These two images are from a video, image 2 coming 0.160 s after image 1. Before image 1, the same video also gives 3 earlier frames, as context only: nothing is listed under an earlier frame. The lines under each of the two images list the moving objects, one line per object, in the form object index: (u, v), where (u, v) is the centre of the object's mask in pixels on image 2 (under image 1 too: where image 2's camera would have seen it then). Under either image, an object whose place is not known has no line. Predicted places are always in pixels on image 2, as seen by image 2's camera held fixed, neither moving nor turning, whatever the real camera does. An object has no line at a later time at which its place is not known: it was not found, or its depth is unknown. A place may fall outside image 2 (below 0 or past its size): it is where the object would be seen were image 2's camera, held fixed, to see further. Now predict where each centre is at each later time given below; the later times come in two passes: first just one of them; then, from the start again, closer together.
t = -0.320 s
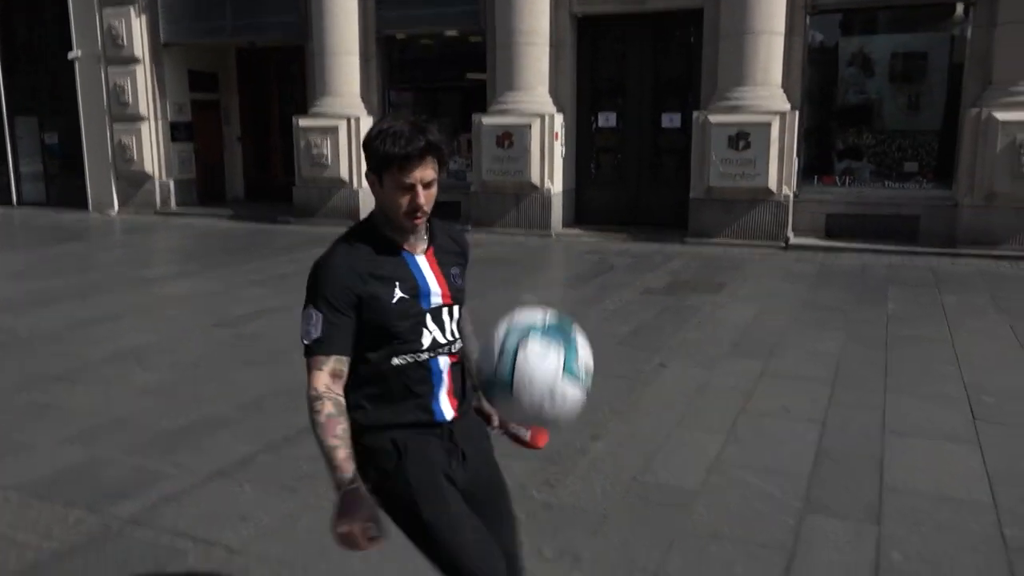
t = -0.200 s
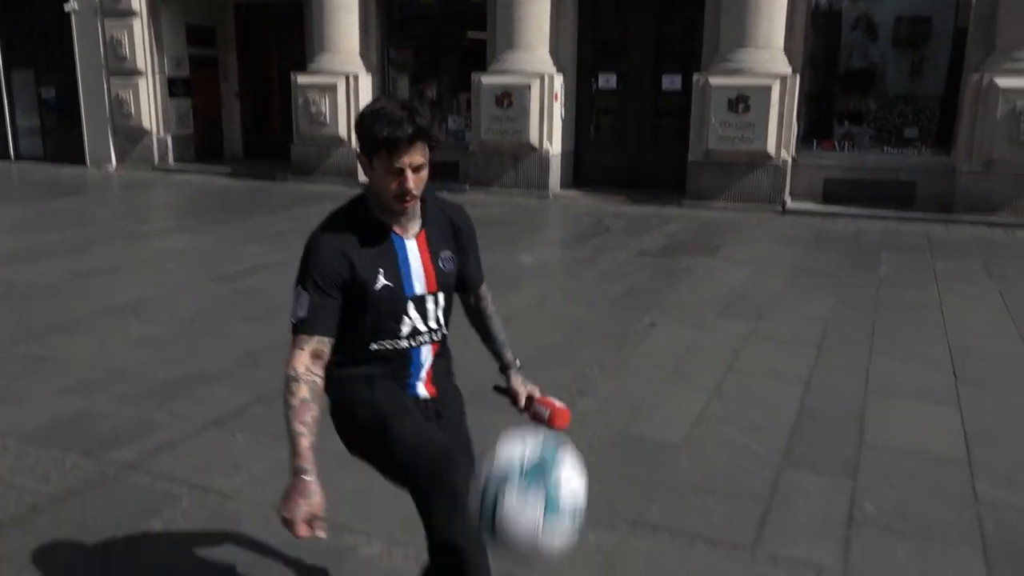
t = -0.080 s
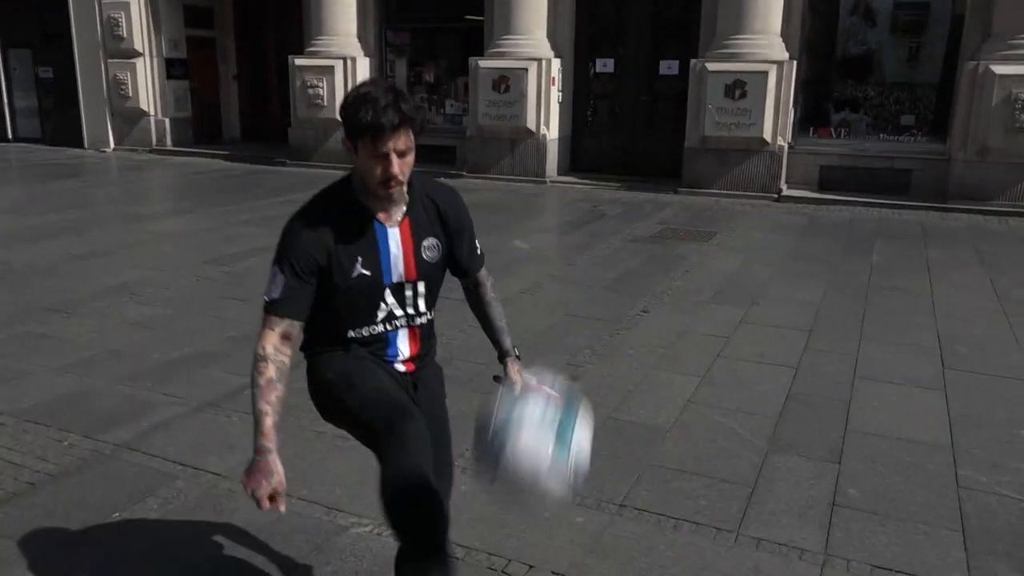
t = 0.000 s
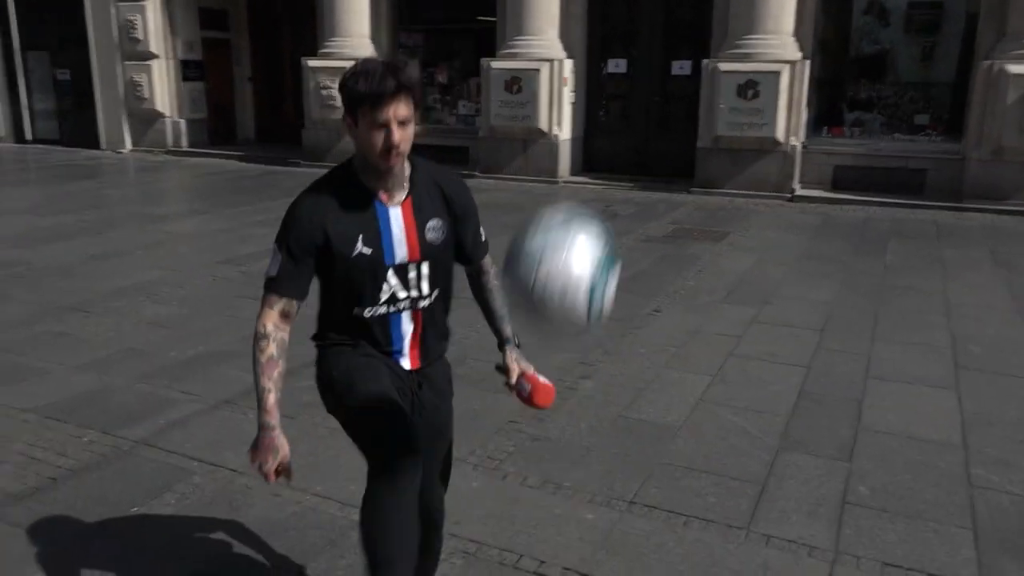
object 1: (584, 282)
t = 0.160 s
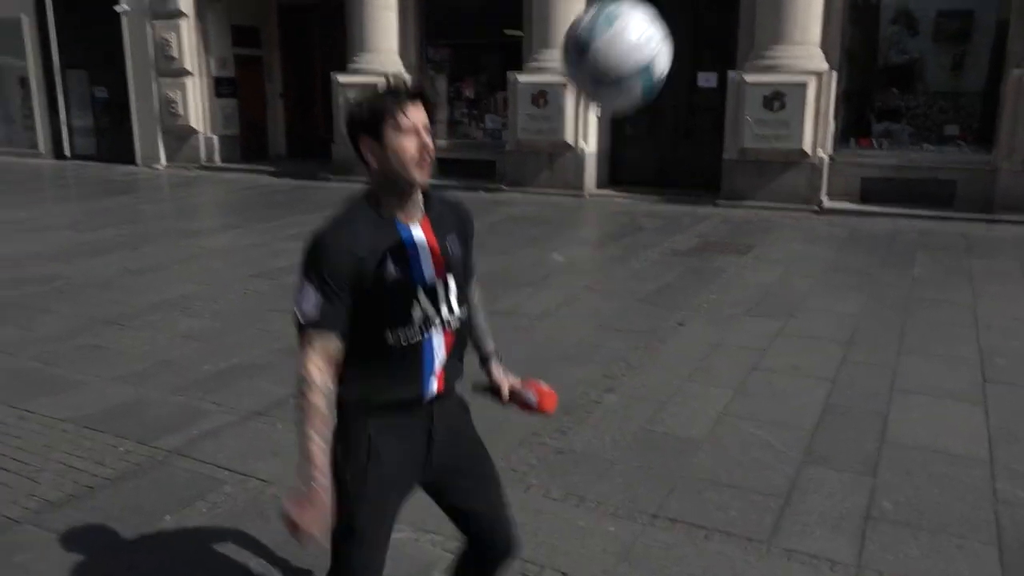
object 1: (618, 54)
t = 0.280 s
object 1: (639, 5)
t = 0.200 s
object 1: (626, 30)
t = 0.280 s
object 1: (639, 5)
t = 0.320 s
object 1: (645, -1)
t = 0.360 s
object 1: (653, -6)
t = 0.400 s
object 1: (657, -6)
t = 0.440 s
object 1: (663, -3)
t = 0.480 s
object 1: (667, 6)
